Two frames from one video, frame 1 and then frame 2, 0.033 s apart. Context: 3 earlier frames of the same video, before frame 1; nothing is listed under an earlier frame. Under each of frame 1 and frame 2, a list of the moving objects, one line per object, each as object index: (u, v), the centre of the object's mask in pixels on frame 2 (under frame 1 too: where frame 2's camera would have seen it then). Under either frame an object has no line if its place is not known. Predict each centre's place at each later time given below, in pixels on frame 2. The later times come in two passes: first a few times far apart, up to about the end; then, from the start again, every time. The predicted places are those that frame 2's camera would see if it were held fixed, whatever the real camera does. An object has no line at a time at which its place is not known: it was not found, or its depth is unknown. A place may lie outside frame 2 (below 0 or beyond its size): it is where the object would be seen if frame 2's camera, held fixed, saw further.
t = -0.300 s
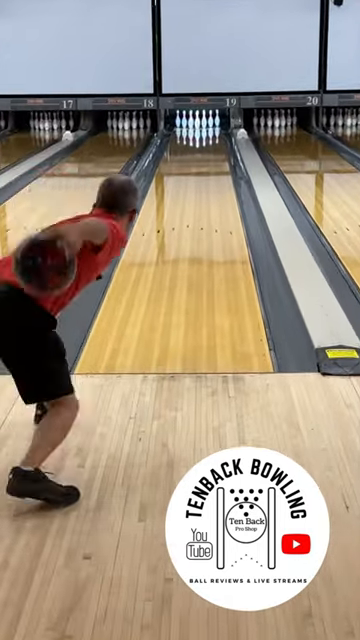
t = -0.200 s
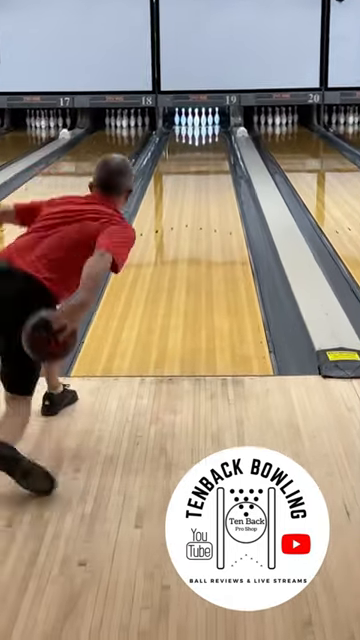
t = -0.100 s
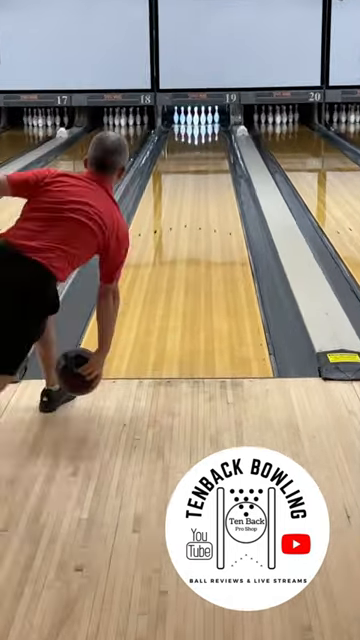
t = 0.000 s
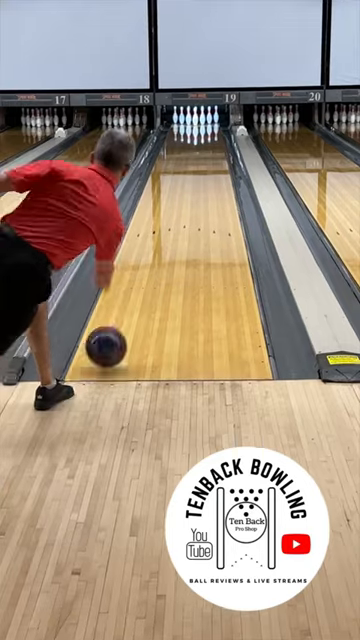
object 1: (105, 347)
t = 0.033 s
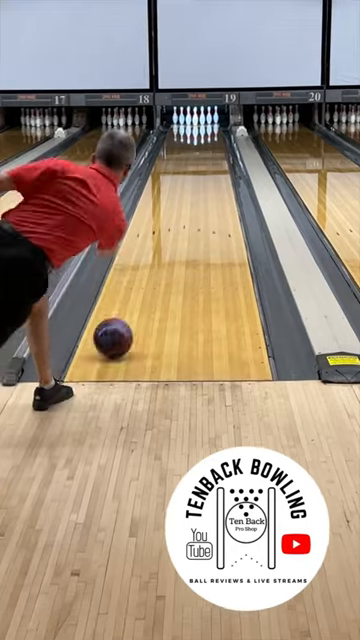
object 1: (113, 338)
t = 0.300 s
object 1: (152, 263)
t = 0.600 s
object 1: (178, 216)
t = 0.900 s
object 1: (193, 186)
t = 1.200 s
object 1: (202, 167)
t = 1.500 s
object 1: (208, 153)
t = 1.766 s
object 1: (210, 144)
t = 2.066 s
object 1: (207, 137)
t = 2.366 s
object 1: (199, 129)
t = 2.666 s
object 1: (198, 125)
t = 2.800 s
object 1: (200, 124)
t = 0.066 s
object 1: (119, 325)
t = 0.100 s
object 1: (125, 315)
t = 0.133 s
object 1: (131, 305)
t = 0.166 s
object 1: (136, 295)
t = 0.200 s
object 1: (140, 286)
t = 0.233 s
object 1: (145, 278)
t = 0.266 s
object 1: (149, 270)
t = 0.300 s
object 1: (152, 263)
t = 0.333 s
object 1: (156, 257)
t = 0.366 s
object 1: (159, 250)
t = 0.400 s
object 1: (163, 244)
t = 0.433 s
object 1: (165, 239)
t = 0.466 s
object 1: (168, 234)
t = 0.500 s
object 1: (171, 229)
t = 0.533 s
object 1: (173, 224)
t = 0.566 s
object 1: (176, 220)
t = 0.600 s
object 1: (178, 216)
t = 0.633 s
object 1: (180, 212)
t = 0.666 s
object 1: (182, 208)
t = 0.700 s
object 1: (184, 205)
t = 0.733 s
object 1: (185, 201)
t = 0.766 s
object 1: (187, 198)
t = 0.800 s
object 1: (189, 194)
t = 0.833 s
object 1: (190, 192)
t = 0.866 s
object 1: (192, 189)
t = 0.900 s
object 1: (193, 186)
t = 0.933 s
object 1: (194, 184)
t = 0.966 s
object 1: (195, 181)
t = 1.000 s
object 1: (196, 179)
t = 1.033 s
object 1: (197, 176)
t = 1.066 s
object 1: (199, 174)
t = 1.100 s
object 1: (200, 172)
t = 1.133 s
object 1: (201, 170)
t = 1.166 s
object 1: (201, 169)
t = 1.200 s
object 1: (202, 167)
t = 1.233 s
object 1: (203, 165)
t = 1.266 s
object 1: (204, 163)
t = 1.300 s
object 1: (205, 162)
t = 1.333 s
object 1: (205, 160)
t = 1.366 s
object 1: (206, 159)
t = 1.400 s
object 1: (207, 157)
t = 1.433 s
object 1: (207, 156)
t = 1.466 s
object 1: (208, 155)
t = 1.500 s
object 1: (208, 153)
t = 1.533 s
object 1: (209, 152)
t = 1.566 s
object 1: (209, 151)
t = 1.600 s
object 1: (210, 150)
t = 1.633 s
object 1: (210, 148)
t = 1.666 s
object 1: (210, 147)
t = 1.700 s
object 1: (210, 146)
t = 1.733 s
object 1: (210, 145)
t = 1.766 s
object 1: (210, 144)
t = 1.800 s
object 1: (210, 143)
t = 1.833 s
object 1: (210, 142)
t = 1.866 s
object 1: (210, 141)
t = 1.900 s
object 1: (209, 140)
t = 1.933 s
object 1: (209, 139)
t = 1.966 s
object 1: (209, 138)
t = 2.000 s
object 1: (208, 138)
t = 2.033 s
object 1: (207, 138)
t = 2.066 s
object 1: (207, 137)
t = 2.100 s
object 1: (207, 135)
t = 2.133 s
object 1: (206, 135)
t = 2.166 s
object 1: (205, 134)
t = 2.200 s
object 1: (204, 133)
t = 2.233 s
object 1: (203, 132)
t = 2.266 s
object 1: (203, 131)
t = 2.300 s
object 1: (202, 130)
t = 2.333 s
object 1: (200, 130)
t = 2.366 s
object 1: (199, 129)
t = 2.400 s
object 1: (198, 129)
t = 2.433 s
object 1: (197, 128)
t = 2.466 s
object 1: (197, 128)
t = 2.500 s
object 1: (198, 127)
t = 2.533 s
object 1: (197, 127)
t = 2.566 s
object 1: (196, 127)
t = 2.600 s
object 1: (197, 127)
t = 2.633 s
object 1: (198, 126)
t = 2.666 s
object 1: (198, 125)
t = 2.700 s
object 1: (199, 124)
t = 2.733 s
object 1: (198, 124)
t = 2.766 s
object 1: (199, 125)
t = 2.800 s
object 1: (200, 124)
